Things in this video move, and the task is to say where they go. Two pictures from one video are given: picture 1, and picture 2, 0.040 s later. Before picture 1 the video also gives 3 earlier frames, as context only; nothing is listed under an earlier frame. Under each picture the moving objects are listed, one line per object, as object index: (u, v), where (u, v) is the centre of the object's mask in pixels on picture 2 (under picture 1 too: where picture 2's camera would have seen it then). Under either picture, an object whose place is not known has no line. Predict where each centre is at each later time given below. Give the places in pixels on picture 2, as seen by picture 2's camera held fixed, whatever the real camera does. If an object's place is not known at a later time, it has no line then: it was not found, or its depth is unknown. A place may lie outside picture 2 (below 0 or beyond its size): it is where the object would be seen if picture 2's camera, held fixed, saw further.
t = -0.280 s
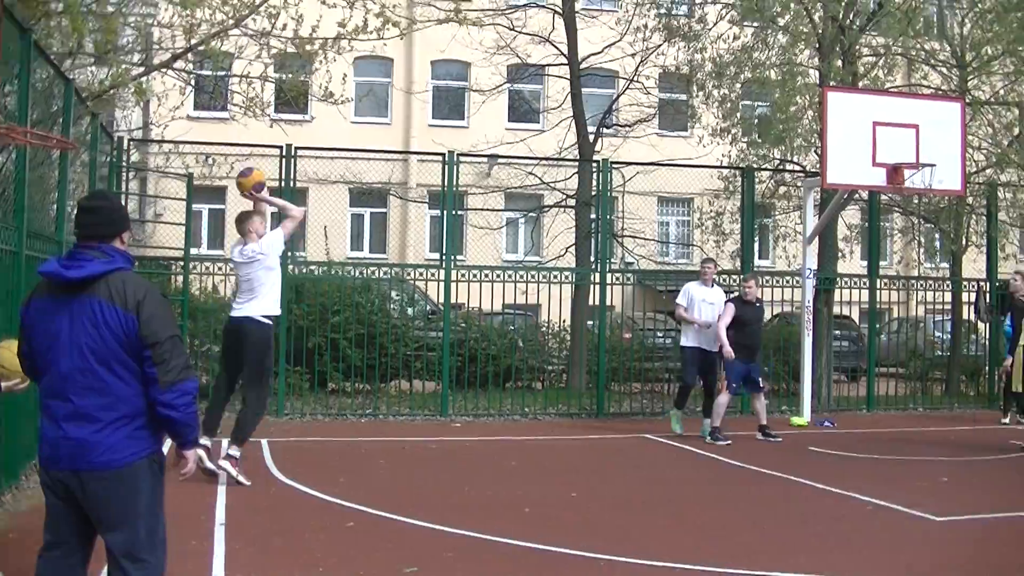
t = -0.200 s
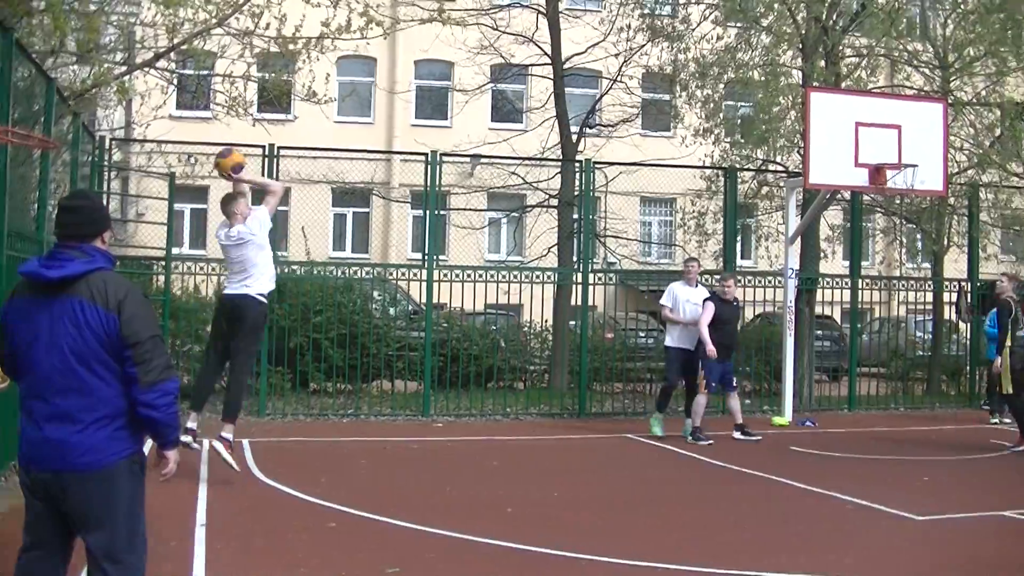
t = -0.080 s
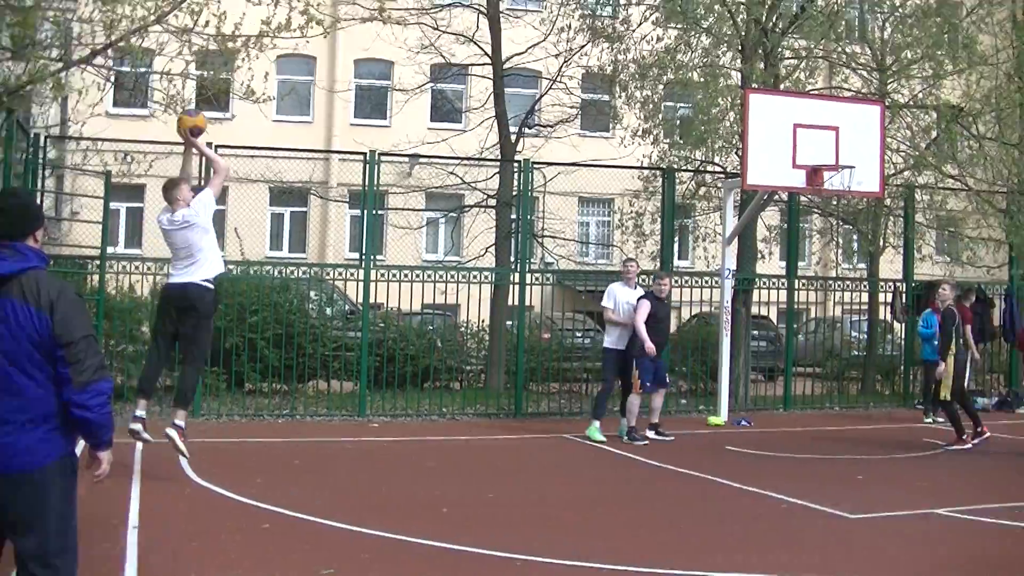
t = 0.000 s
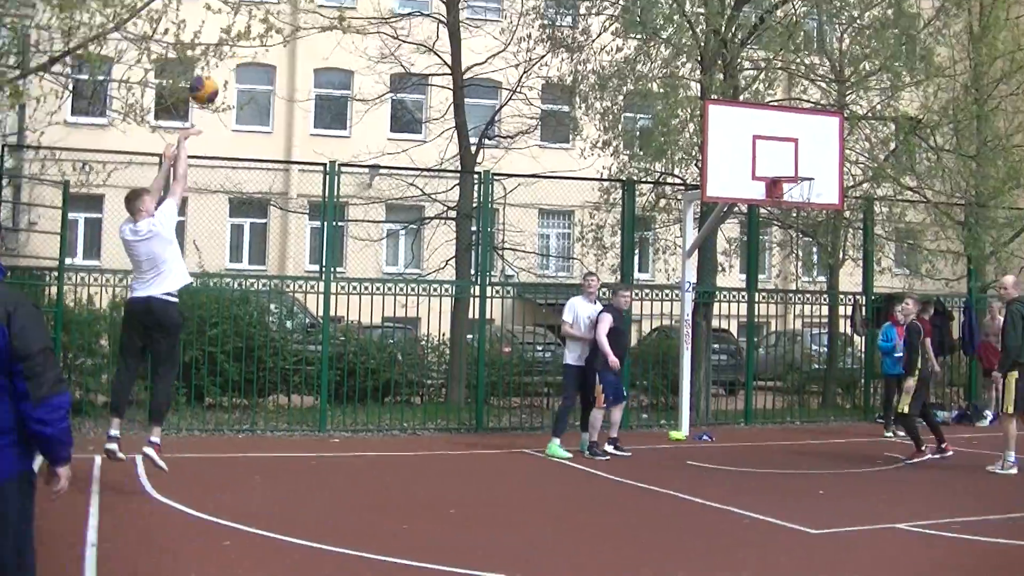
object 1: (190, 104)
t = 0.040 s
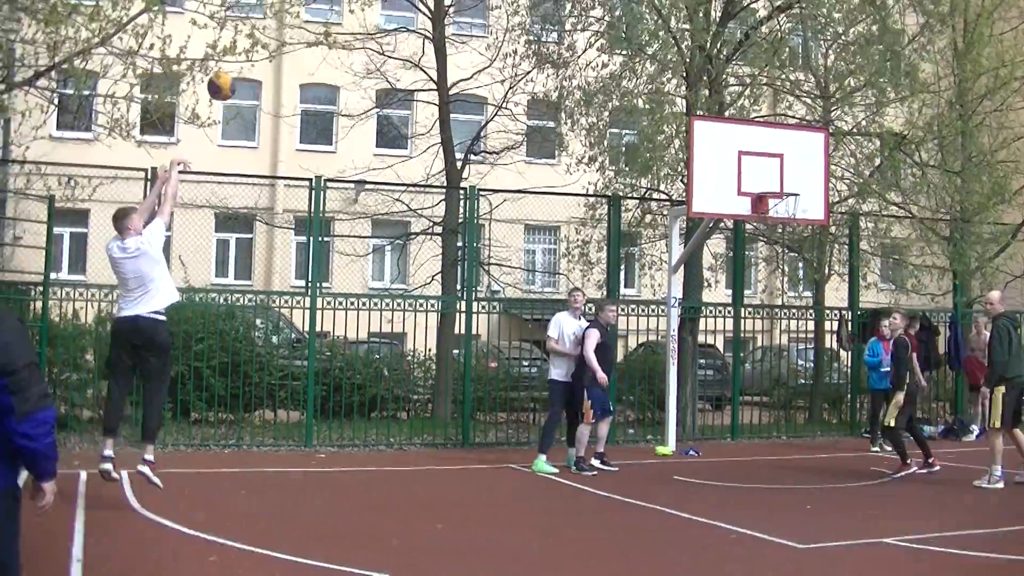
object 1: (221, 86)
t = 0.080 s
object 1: (250, 70)
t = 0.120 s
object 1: (278, 56)
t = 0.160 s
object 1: (307, 48)
